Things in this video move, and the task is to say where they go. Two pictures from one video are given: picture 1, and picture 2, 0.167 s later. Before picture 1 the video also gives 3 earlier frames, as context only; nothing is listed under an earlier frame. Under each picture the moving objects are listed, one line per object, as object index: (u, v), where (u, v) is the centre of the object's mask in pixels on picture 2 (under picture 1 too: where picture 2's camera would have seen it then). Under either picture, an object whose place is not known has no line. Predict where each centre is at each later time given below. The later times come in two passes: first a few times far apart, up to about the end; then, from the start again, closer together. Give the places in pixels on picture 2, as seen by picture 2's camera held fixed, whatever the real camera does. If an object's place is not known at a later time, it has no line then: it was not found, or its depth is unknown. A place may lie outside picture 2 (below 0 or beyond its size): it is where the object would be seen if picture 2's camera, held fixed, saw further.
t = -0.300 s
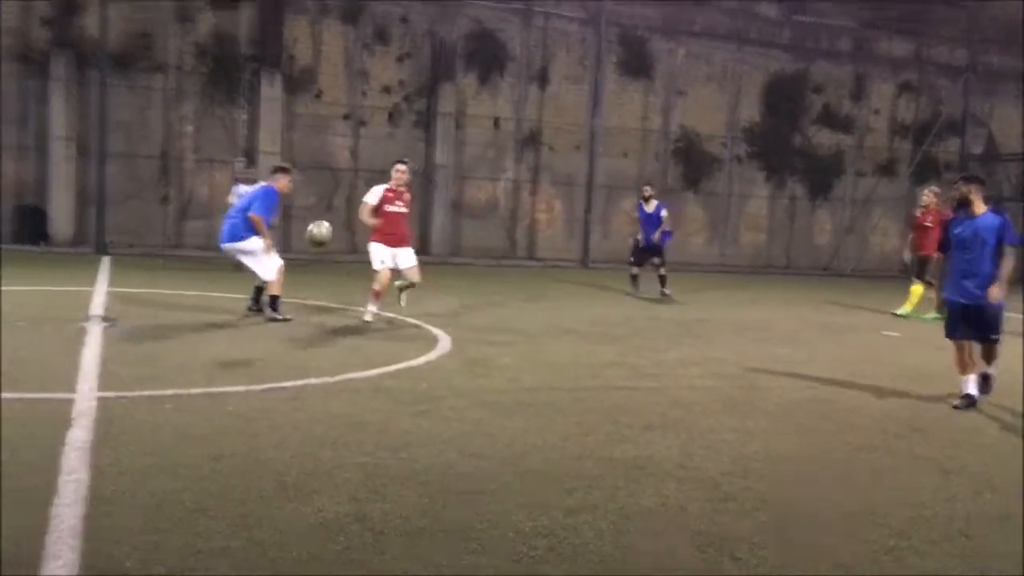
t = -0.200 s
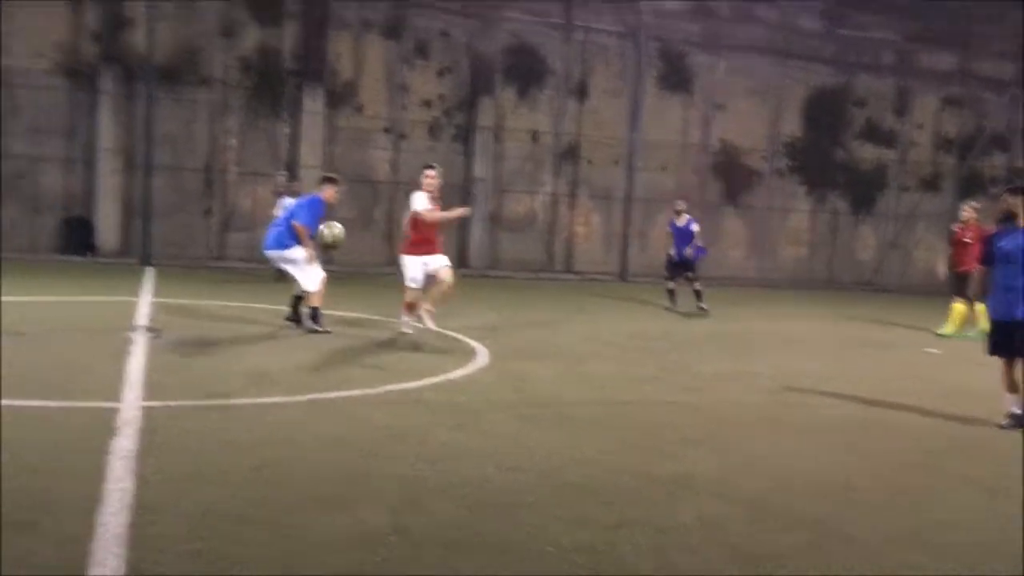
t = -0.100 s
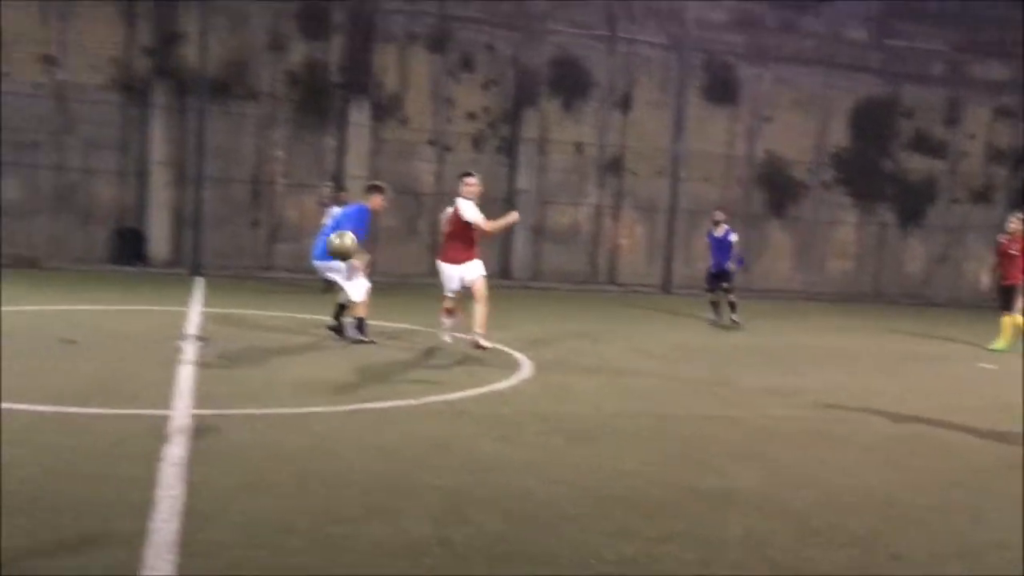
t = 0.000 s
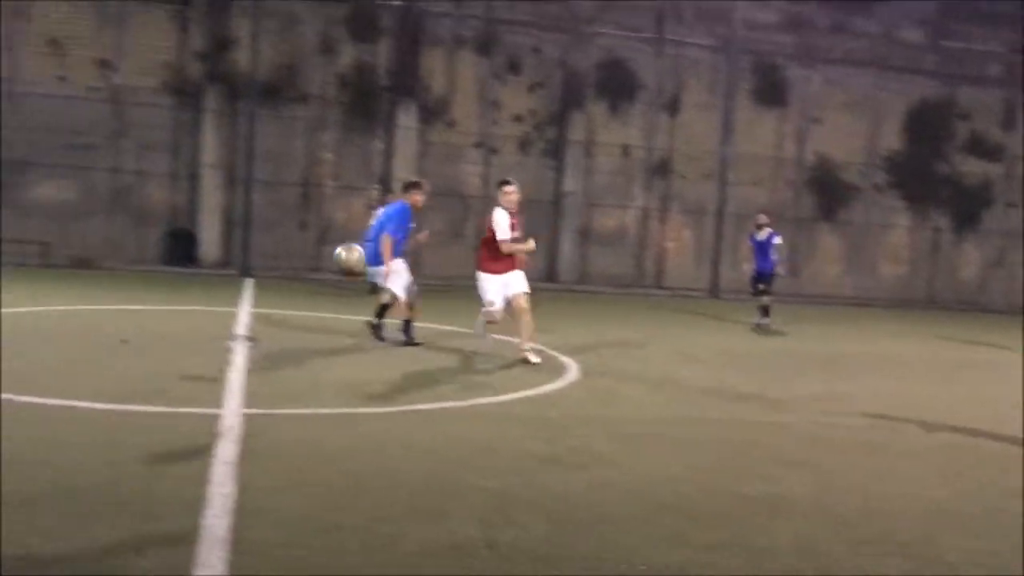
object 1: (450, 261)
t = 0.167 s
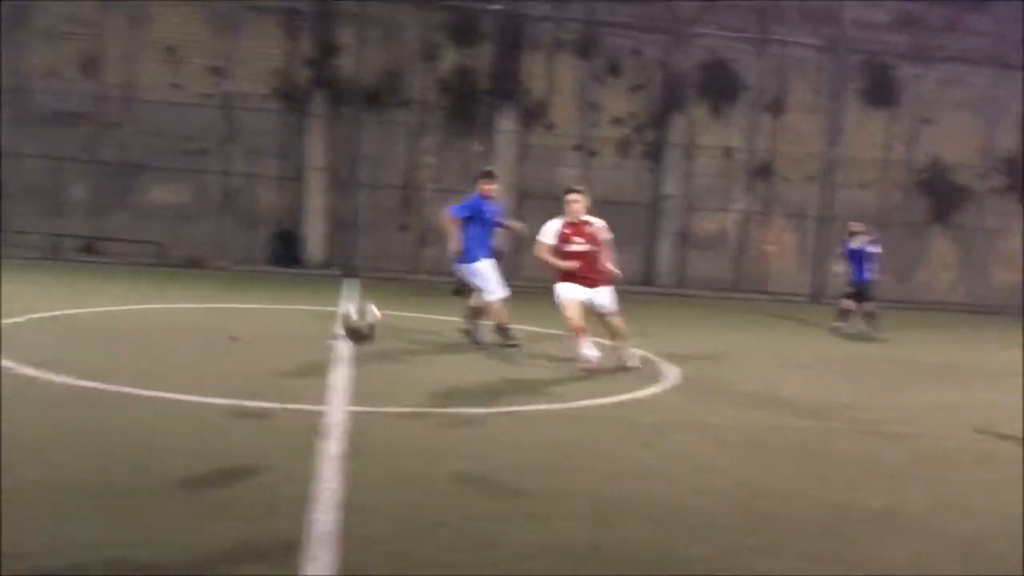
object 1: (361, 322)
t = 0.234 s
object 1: (319, 364)
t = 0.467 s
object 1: (170, 393)
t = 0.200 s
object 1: (343, 341)
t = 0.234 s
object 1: (319, 364)
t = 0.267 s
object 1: (292, 395)
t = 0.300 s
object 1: (266, 429)
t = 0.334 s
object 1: (237, 456)
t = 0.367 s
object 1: (222, 438)
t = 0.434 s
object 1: (189, 405)
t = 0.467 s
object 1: (170, 393)
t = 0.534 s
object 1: (131, 371)
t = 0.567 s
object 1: (112, 365)
